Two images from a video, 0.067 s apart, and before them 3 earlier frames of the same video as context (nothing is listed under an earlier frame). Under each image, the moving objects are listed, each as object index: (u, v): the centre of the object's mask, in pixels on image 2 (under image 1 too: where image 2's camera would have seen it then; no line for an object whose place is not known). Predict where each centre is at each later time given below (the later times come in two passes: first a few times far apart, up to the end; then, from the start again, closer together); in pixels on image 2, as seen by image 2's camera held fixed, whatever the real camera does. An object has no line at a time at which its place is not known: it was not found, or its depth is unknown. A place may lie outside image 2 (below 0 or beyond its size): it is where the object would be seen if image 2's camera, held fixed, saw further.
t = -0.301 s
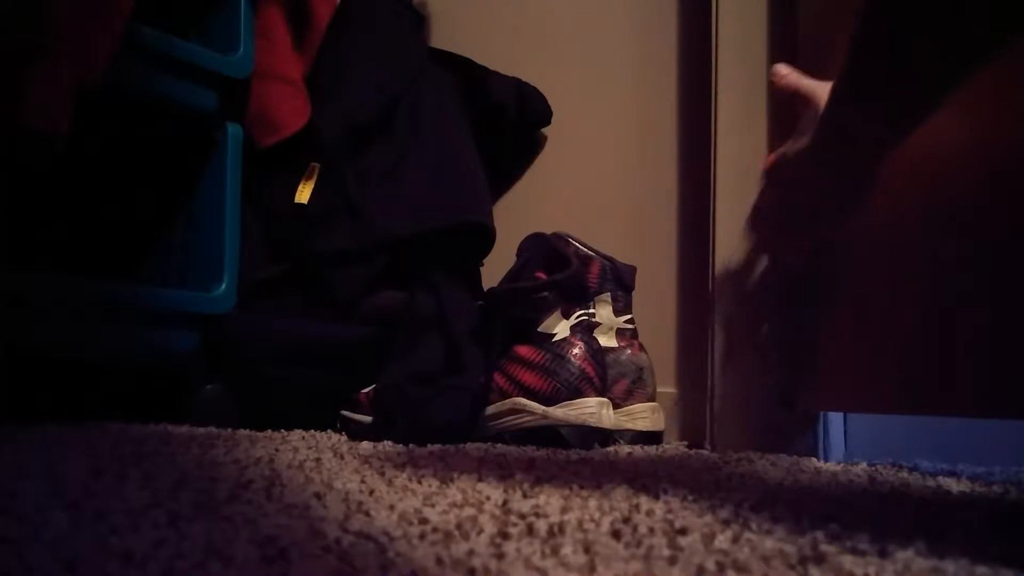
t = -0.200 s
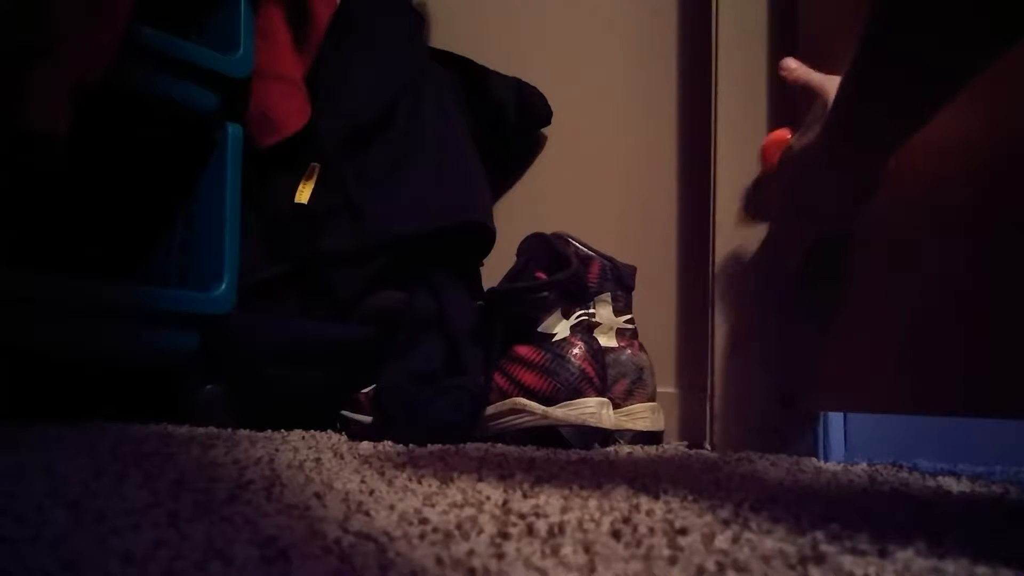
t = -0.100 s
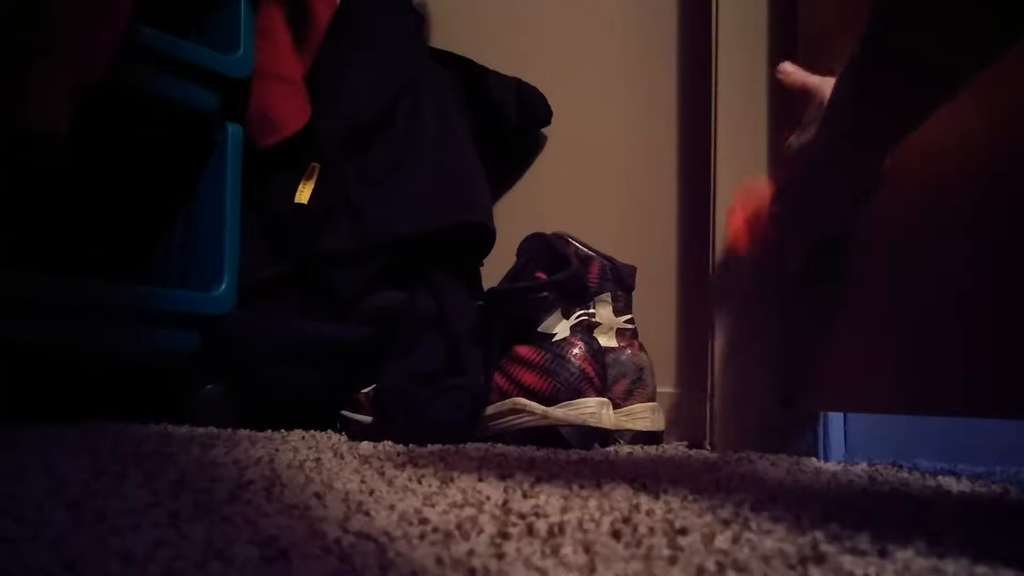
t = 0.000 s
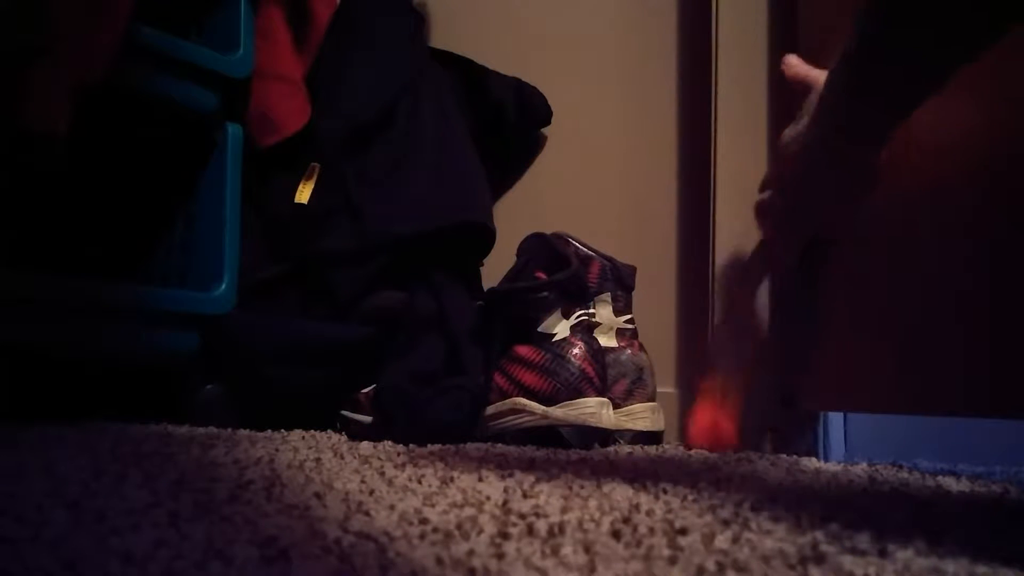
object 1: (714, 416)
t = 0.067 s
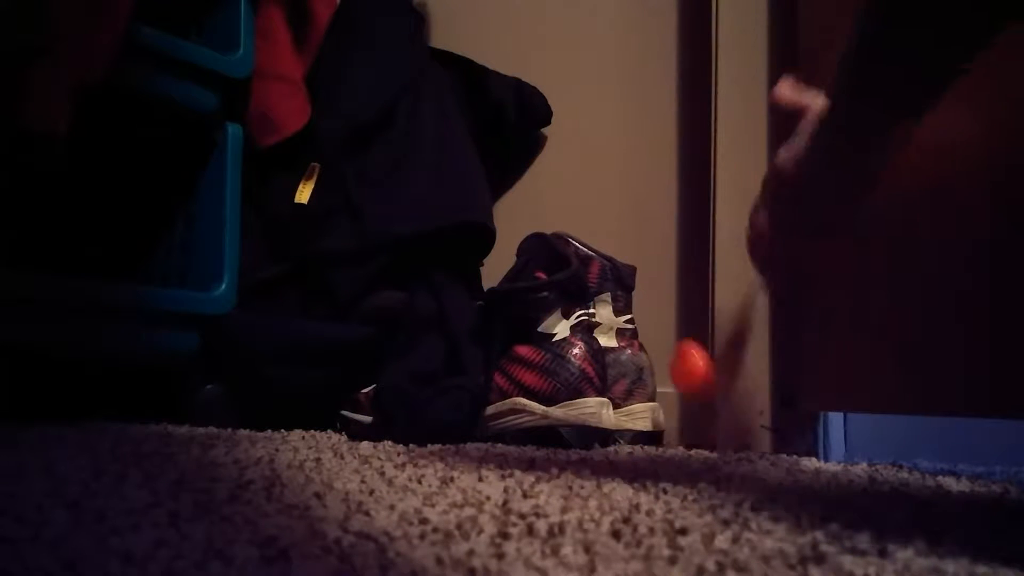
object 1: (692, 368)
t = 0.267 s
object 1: (658, 435)
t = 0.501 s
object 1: (633, 425)
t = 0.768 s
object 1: (664, 437)
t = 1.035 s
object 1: (668, 438)
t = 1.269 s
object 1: (668, 438)
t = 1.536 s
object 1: (668, 437)
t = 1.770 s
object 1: (668, 438)
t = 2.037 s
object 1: (668, 438)
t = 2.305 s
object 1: (668, 438)
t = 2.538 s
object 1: (668, 438)
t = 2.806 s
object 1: (668, 438)
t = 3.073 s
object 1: (668, 437)
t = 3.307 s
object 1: (667, 438)
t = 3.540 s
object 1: (667, 438)
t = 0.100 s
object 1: (680, 352)
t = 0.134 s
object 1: (671, 349)
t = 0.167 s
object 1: (662, 357)
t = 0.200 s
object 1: (654, 377)
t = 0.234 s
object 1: (659, 407)
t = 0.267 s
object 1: (658, 435)
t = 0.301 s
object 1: (655, 431)
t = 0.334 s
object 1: (648, 428)
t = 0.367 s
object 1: (639, 426)
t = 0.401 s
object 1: (635, 425)
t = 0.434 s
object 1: (633, 425)
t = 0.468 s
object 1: (632, 425)
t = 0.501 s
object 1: (633, 425)
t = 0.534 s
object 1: (635, 425)
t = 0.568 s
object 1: (638, 426)
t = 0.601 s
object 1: (641, 426)
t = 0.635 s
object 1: (644, 426)
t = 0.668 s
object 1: (647, 428)
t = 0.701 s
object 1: (653, 430)
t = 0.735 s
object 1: (660, 433)
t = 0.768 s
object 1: (664, 437)
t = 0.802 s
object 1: (668, 436)
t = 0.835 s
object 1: (669, 437)
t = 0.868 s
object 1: (668, 438)
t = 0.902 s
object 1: (667, 438)
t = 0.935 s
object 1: (668, 438)
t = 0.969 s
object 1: (668, 438)
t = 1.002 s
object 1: (668, 438)
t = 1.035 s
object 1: (668, 438)
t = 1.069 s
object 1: (668, 438)
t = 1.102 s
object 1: (668, 438)
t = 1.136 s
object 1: (668, 438)
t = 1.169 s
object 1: (668, 438)
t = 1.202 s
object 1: (668, 437)
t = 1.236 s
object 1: (668, 438)
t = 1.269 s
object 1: (668, 438)
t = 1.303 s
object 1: (668, 438)
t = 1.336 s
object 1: (668, 438)
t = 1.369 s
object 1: (668, 438)
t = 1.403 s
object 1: (668, 438)
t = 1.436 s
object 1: (668, 438)
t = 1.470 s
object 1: (668, 437)
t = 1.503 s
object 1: (668, 438)
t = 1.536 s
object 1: (668, 437)
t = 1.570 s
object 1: (668, 438)
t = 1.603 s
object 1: (668, 438)
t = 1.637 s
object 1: (668, 438)
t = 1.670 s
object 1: (668, 437)
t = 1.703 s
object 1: (667, 438)
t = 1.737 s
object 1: (668, 438)
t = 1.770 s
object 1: (668, 438)
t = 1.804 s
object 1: (668, 438)
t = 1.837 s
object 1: (667, 437)
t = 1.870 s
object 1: (667, 437)
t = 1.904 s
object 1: (668, 438)
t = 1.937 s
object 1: (668, 438)
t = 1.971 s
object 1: (668, 438)
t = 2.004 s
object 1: (668, 438)
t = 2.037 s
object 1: (668, 438)
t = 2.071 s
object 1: (668, 438)
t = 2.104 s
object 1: (668, 438)
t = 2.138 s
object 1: (668, 438)
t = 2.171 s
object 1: (668, 438)
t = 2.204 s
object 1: (668, 438)
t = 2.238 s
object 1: (668, 438)
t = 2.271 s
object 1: (668, 438)
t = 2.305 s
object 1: (668, 438)
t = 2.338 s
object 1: (668, 438)
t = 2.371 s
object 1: (668, 438)
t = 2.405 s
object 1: (668, 438)
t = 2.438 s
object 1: (668, 438)
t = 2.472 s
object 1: (667, 438)
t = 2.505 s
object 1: (668, 438)
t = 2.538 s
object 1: (668, 438)
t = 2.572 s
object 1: (668, 438)
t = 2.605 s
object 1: (667, 438)
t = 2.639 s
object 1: (668, 438)
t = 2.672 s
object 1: (668, 438)
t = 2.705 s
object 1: (668, 438)
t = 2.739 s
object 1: (668, 438)
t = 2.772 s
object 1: (668, 438)
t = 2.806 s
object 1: (668, 438)
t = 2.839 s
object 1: (668, 438)
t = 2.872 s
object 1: (668, 438)
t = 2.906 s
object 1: (668, 438)
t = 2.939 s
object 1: (667, 438)
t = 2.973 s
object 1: (667, 438)
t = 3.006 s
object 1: (668, 437)
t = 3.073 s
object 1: (668, 437)
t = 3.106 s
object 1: (668, 437)
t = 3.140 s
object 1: (667, 438)
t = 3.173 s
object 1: (667, 438)
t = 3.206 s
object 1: (667, 438)
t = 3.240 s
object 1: (667, 438)
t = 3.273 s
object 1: (667, 438)
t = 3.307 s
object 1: (667, 438)
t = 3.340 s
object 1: (667, 438)
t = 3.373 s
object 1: (667, 438)
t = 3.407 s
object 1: (667, 438)
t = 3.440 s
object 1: (667, 438)
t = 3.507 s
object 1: (667, 438)
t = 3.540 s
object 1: (667, 438)
